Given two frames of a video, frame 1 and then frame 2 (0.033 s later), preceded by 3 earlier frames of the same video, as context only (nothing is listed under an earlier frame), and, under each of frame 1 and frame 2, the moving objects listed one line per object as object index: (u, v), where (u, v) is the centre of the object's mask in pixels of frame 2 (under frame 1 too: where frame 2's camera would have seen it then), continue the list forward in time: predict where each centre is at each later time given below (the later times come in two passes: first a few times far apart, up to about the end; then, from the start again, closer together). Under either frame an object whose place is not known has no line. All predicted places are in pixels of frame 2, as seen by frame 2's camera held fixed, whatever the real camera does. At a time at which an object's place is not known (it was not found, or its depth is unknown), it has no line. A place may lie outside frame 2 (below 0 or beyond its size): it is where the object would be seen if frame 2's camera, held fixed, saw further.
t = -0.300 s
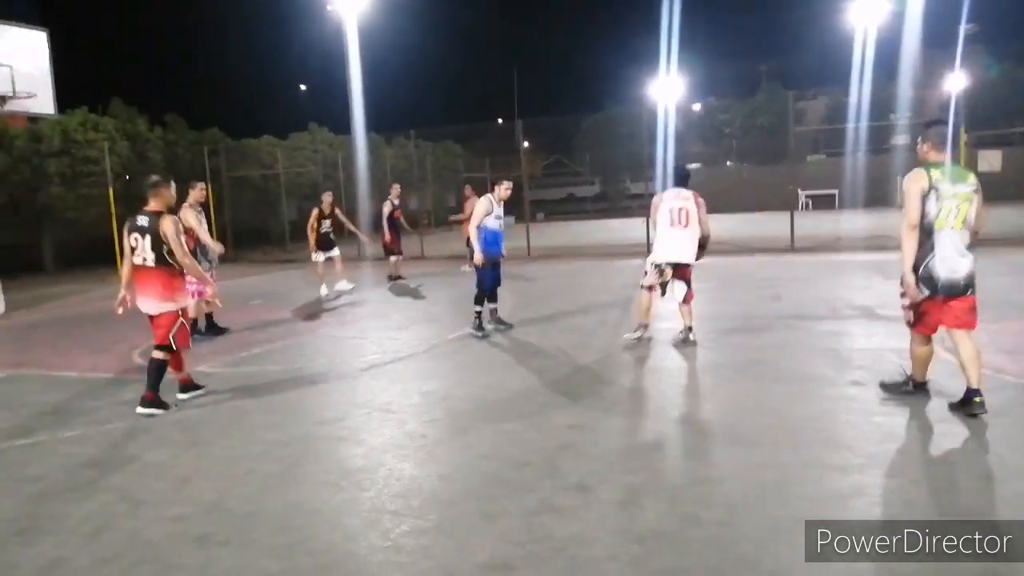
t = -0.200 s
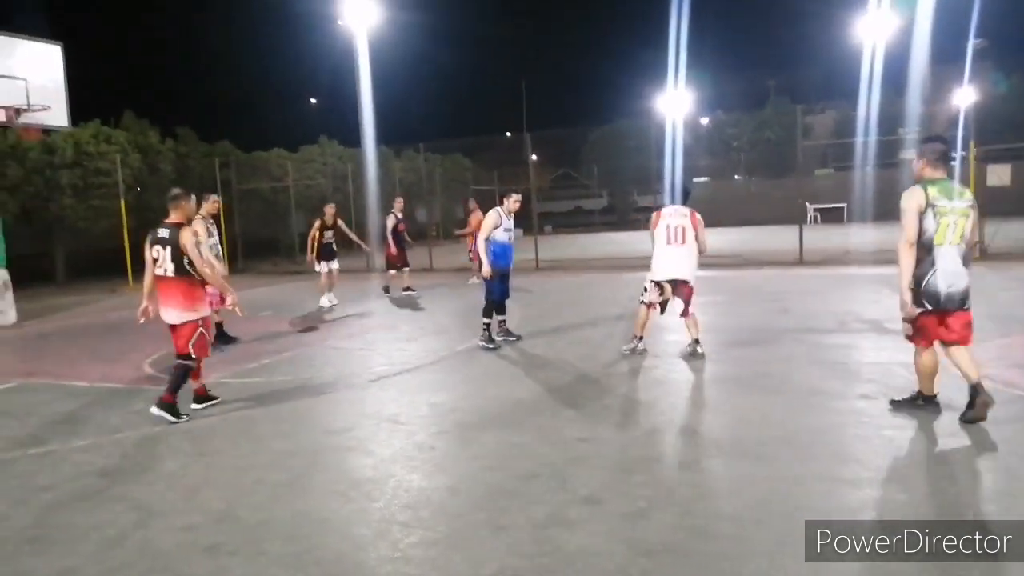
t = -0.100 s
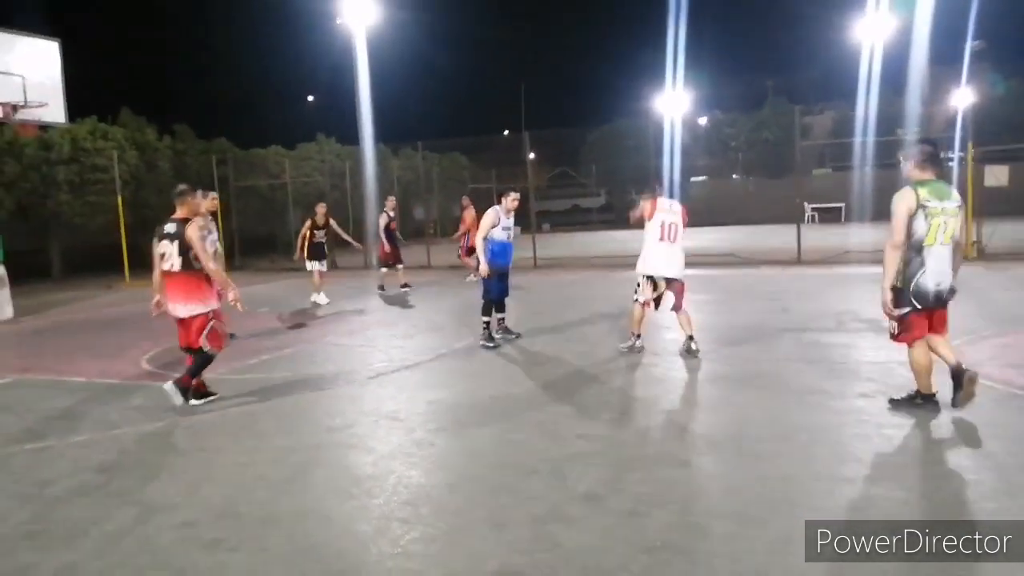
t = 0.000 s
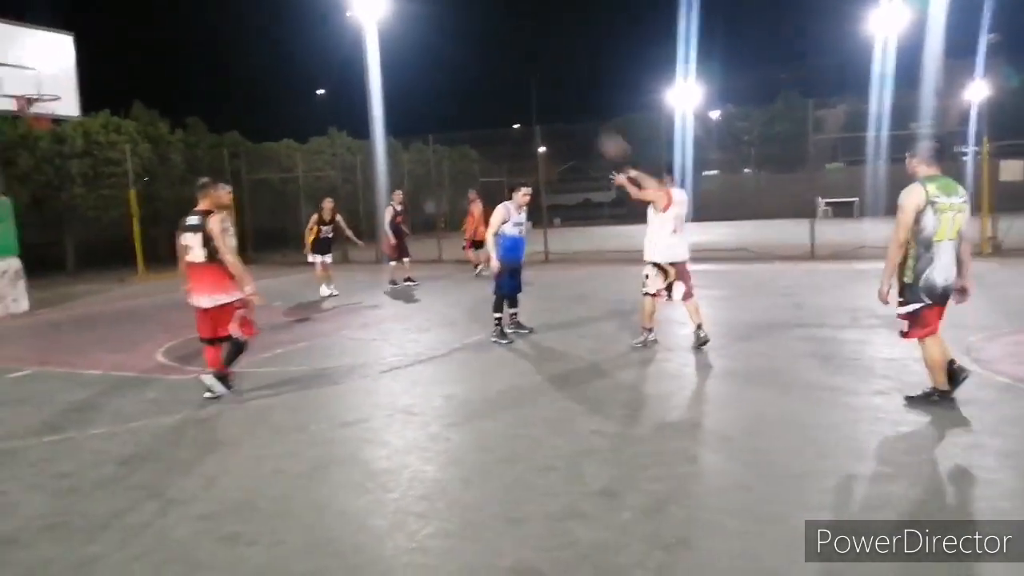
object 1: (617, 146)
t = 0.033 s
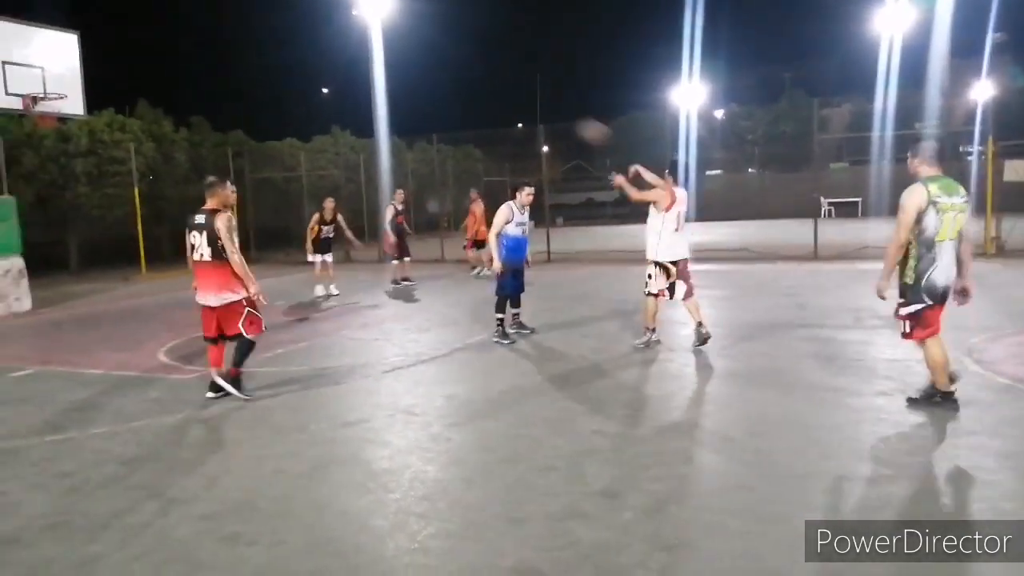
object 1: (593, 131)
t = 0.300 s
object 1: (423, 60)
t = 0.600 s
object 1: (271, 59)
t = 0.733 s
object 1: (221, 78)
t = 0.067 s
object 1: (570, 118)
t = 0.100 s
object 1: (546, 105)
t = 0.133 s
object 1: (522, 95)
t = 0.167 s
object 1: (501, 85)
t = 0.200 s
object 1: (480, 77)
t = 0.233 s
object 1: (461, 70)
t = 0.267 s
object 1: (441, 65)
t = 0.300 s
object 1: (423, 60)
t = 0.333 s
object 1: (405, 56)
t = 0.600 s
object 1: (271, 59)
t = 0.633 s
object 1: (259, 62)
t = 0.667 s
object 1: (247, 66)
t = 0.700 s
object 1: (235, 72)
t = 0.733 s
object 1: (221, 78)
